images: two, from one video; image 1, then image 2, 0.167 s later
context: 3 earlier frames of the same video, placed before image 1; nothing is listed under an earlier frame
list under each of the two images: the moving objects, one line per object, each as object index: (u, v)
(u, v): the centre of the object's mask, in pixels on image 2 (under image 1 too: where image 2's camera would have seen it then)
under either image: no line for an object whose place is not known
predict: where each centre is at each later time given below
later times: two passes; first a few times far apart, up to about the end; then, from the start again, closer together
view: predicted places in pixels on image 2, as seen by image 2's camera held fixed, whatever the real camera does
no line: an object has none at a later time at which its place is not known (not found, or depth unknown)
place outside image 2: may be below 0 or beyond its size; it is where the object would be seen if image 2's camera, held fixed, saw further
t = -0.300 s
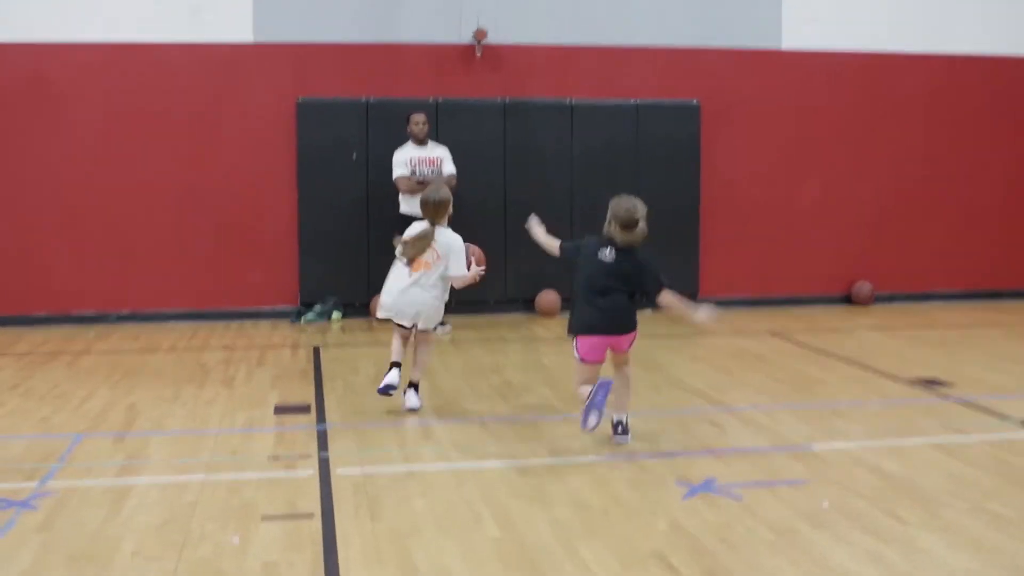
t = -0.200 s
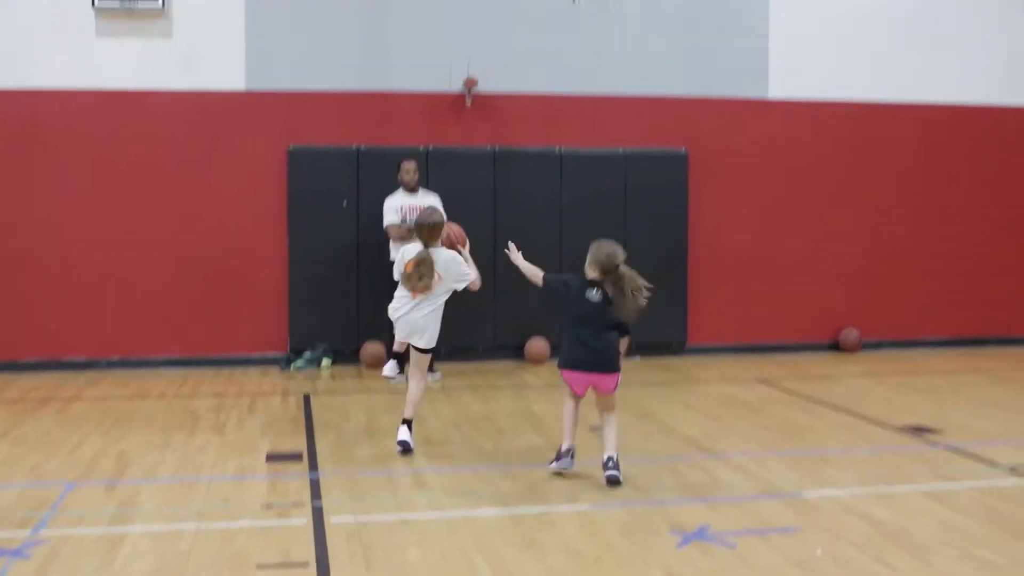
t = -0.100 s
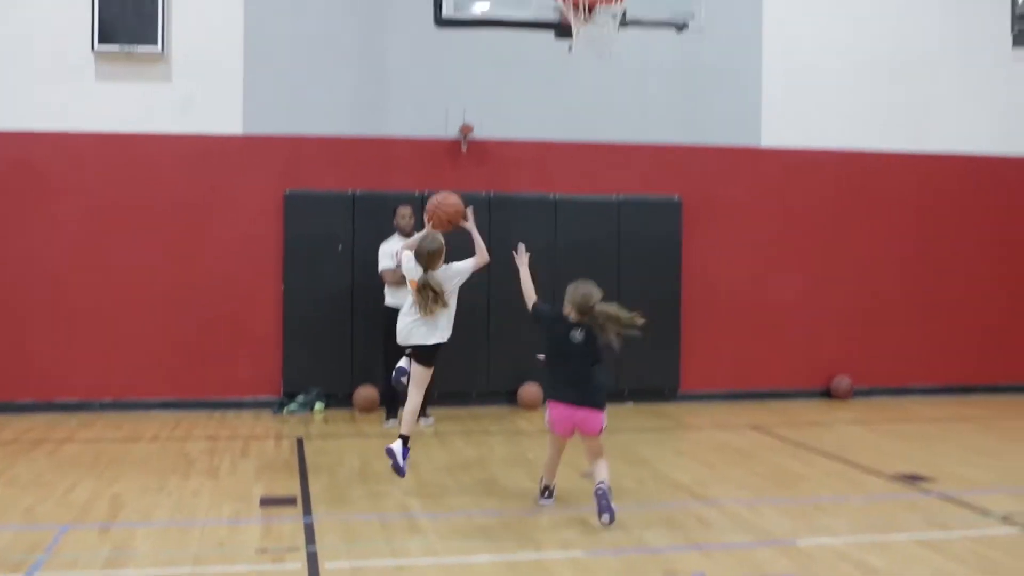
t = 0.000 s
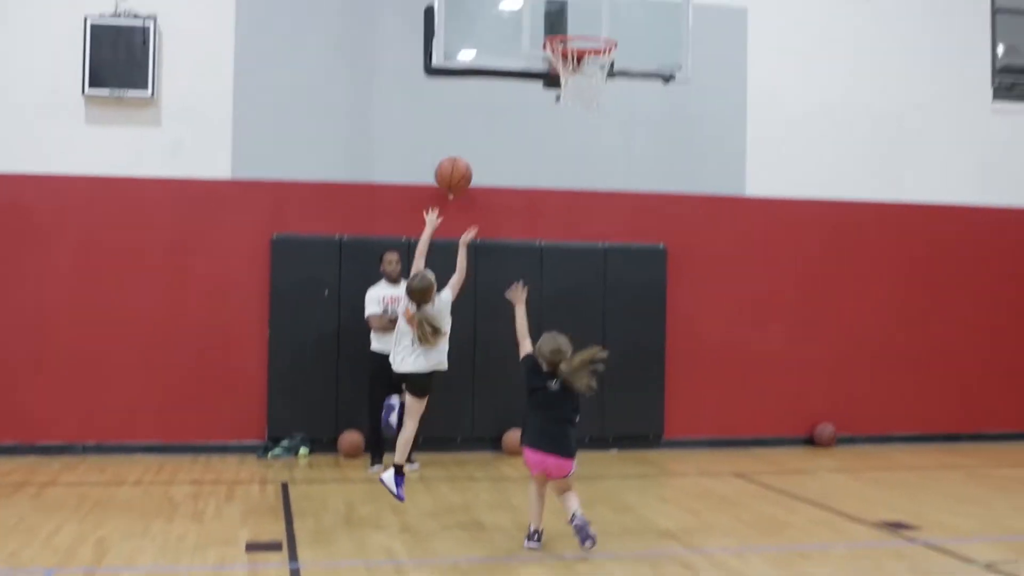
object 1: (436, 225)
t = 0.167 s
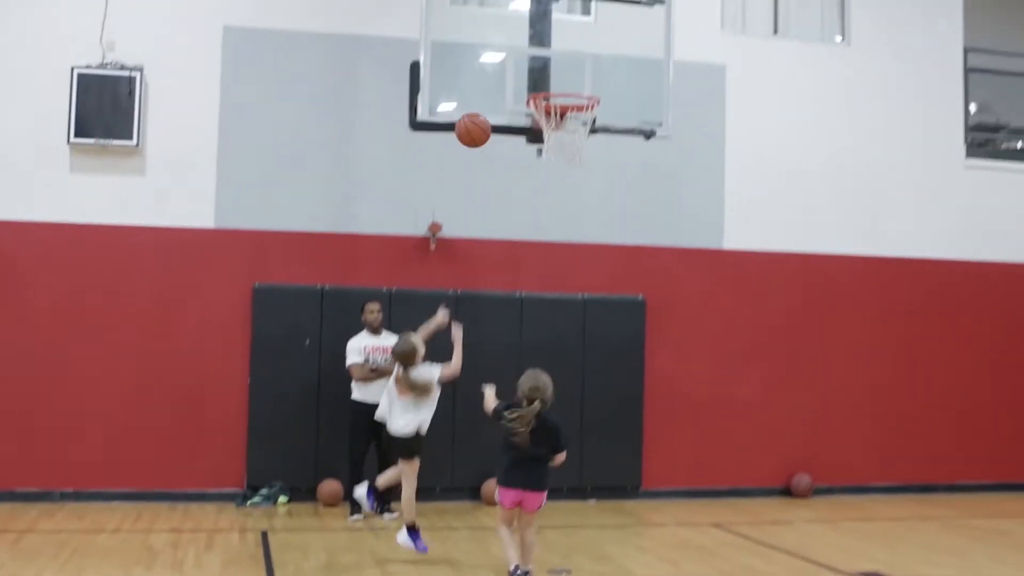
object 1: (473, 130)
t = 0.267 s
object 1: (492, 96)
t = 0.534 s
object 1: (537, 83)
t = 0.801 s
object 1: (575, 136)
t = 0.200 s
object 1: (479, 116)
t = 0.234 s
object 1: (485, 105)
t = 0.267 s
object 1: (492, 96)
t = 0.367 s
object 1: (511, 84)
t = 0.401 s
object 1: (517, 81)
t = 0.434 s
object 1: (520, 78)
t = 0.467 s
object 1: (525, 77)
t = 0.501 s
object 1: (531, 78)
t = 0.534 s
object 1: (537, 83)
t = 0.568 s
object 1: (542, 87)
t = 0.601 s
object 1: (548, 90)
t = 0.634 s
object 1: (554, 106)
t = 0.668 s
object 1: (560, 115)
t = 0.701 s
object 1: (566, 125)
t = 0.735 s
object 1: (573, 131)
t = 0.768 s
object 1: (578, 129)
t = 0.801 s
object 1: (575, 136)
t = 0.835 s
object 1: (574, 146)
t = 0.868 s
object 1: (576, 145)
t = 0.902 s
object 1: (577, 145)
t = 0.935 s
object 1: (578, 145)
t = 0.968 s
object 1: (578, 150)
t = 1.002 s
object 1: (578, 157)
